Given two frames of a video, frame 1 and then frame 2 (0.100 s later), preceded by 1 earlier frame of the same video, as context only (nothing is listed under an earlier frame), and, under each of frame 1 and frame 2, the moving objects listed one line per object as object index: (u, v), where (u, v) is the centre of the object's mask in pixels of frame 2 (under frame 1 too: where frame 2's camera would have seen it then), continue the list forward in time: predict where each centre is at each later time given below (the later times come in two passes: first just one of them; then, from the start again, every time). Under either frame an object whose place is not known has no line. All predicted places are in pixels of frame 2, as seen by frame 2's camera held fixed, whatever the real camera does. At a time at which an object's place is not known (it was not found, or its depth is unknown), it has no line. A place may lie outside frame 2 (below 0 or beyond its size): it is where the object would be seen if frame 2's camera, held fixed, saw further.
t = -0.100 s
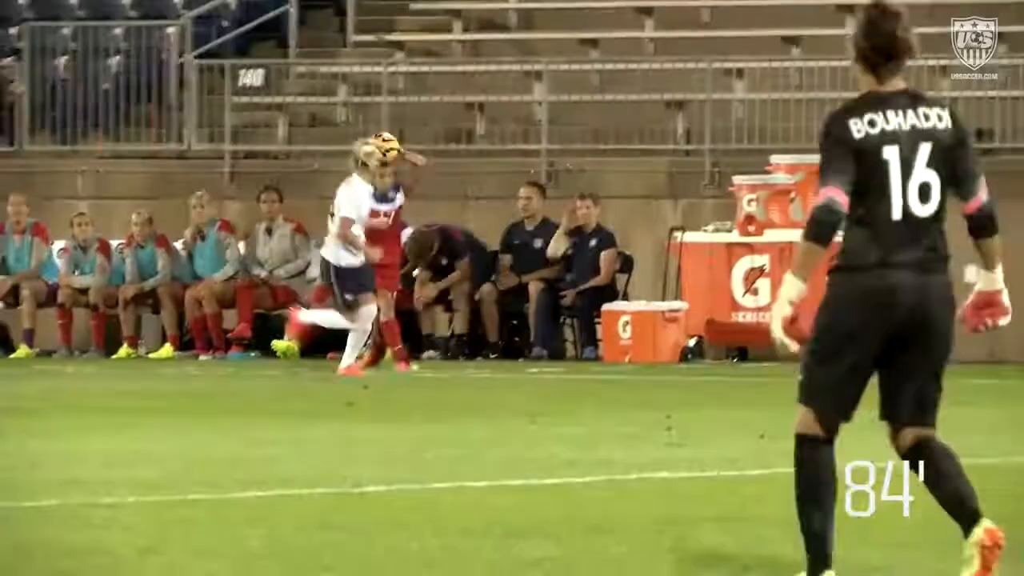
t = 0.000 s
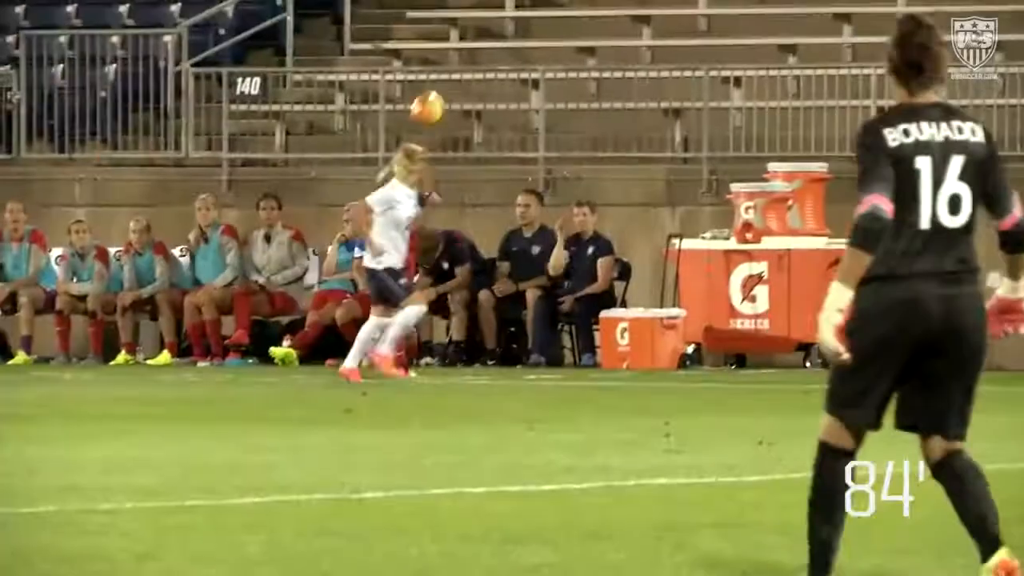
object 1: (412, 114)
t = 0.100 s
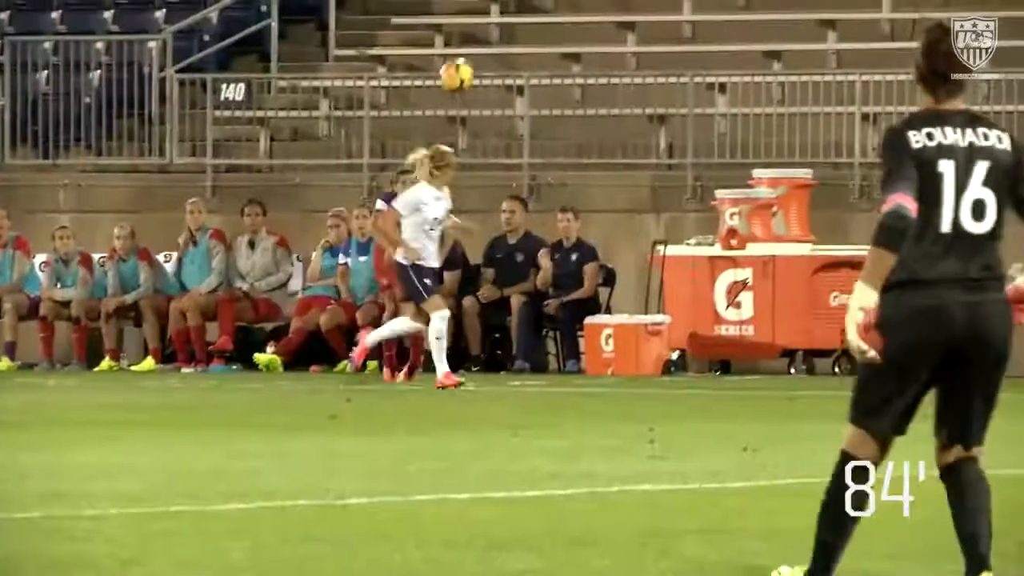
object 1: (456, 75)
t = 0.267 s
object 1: (527, 40)
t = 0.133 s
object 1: (470, 64)
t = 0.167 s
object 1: (484, 56)
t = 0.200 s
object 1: (498, 48)
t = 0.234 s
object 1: (512, 44)
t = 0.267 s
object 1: (527, 40)
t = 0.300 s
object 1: (542, 38)
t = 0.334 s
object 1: (557, 38)
